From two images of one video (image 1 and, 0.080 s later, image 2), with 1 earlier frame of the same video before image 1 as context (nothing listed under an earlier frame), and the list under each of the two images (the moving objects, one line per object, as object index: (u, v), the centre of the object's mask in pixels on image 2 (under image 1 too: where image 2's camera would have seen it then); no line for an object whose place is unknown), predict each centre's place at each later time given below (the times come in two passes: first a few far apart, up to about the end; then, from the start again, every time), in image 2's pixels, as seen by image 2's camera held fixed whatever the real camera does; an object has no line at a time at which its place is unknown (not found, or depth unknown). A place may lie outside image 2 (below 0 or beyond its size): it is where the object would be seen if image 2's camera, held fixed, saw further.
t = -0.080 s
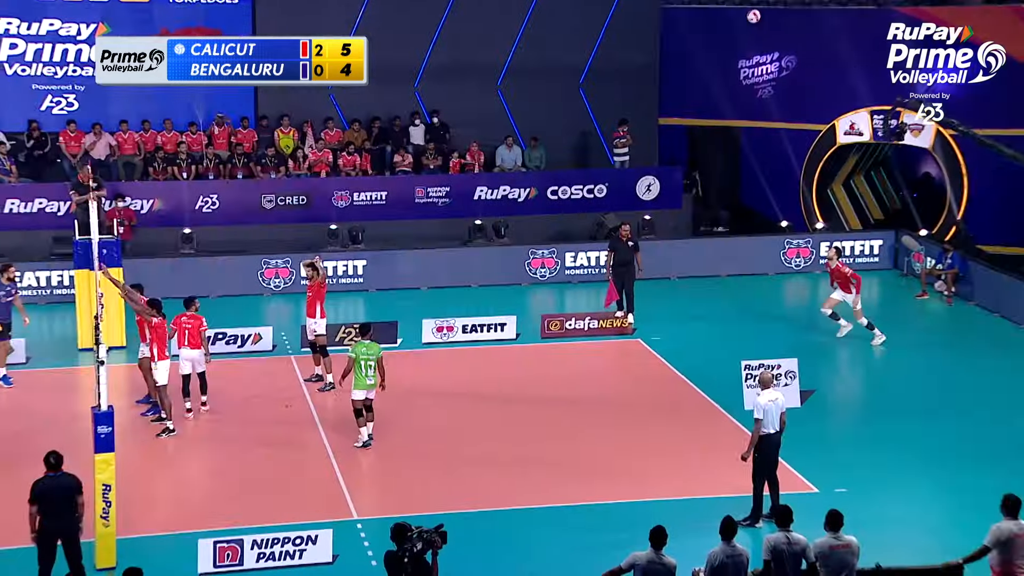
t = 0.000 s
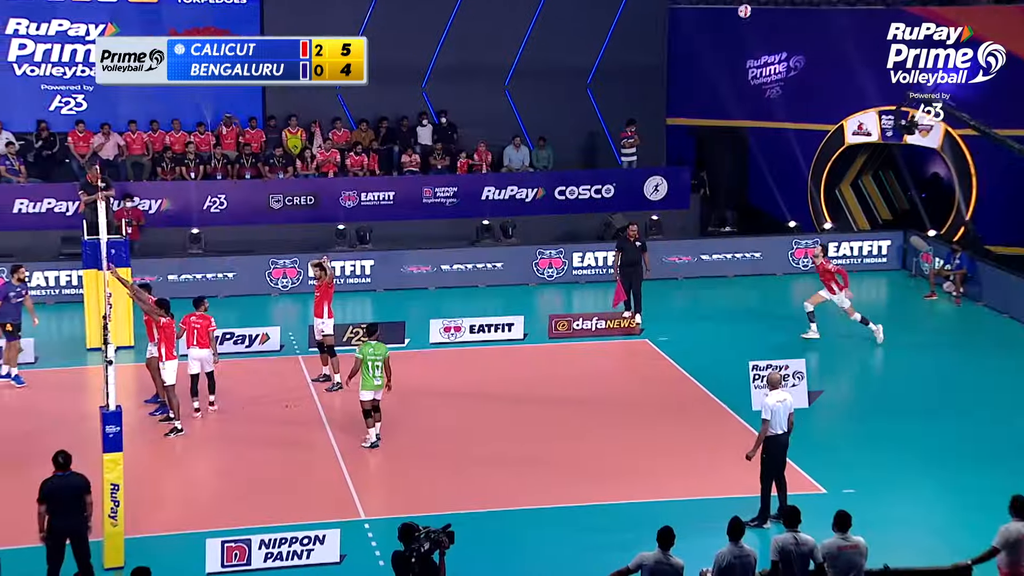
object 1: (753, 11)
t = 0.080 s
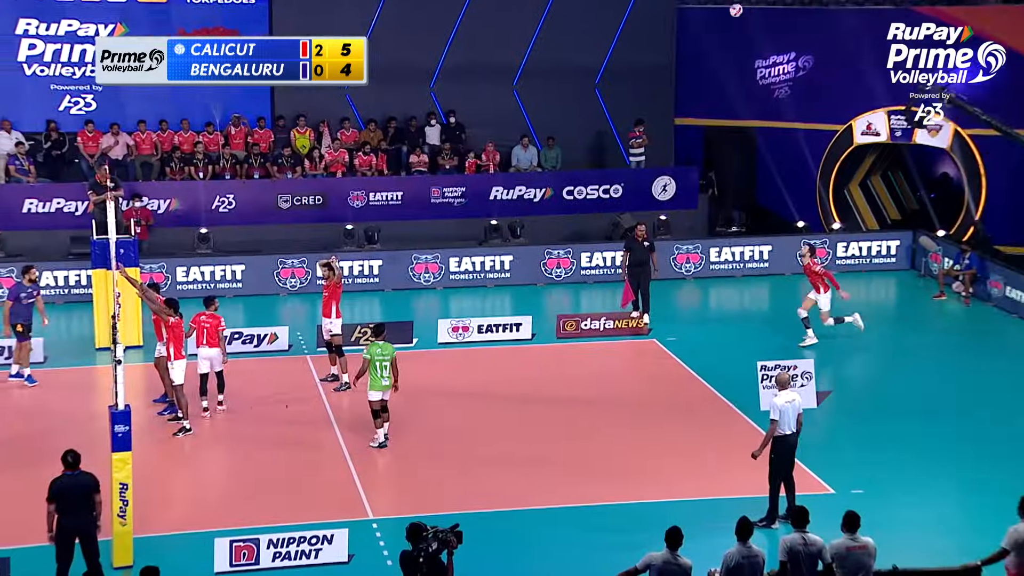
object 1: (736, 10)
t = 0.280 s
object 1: (693, 26)
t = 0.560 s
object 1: (637, 86)
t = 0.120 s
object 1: (728, 12)
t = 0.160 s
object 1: (719, 13)
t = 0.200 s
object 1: (710, 16)
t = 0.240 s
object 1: (702, 20)
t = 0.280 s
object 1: (693, 26)
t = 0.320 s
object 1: (686, 32)
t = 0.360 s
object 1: (677, 38)
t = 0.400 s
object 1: (669, 46)
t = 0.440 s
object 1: (660, 55)
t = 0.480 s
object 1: (652, 64)
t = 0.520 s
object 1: (645, 75)
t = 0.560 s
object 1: (637, 86)
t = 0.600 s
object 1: (629, 98)
